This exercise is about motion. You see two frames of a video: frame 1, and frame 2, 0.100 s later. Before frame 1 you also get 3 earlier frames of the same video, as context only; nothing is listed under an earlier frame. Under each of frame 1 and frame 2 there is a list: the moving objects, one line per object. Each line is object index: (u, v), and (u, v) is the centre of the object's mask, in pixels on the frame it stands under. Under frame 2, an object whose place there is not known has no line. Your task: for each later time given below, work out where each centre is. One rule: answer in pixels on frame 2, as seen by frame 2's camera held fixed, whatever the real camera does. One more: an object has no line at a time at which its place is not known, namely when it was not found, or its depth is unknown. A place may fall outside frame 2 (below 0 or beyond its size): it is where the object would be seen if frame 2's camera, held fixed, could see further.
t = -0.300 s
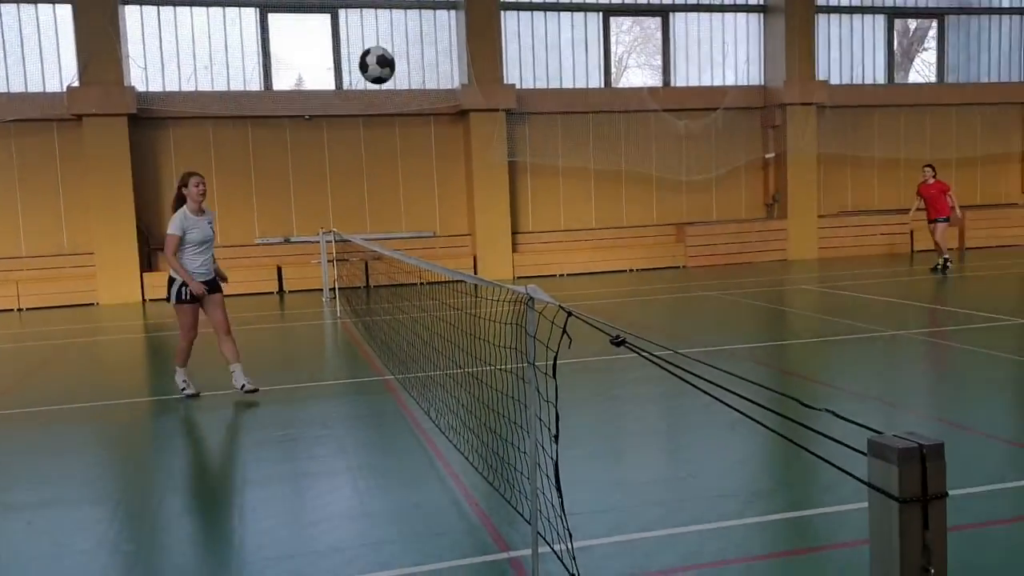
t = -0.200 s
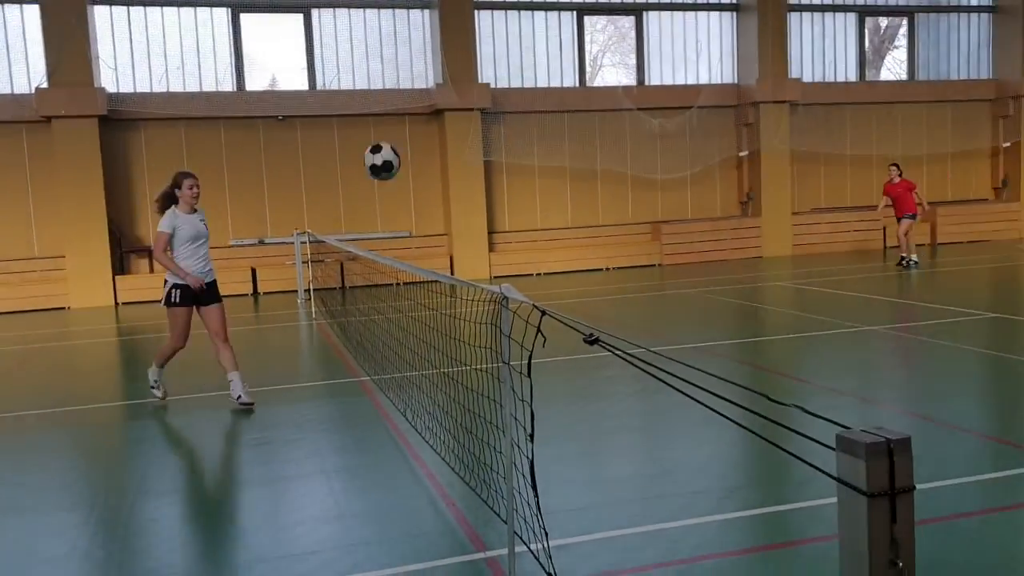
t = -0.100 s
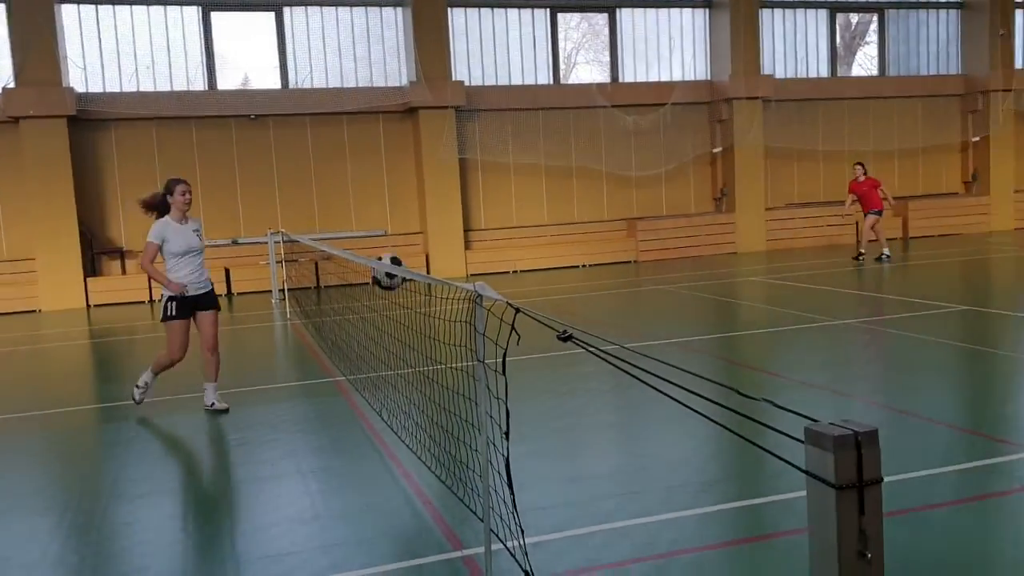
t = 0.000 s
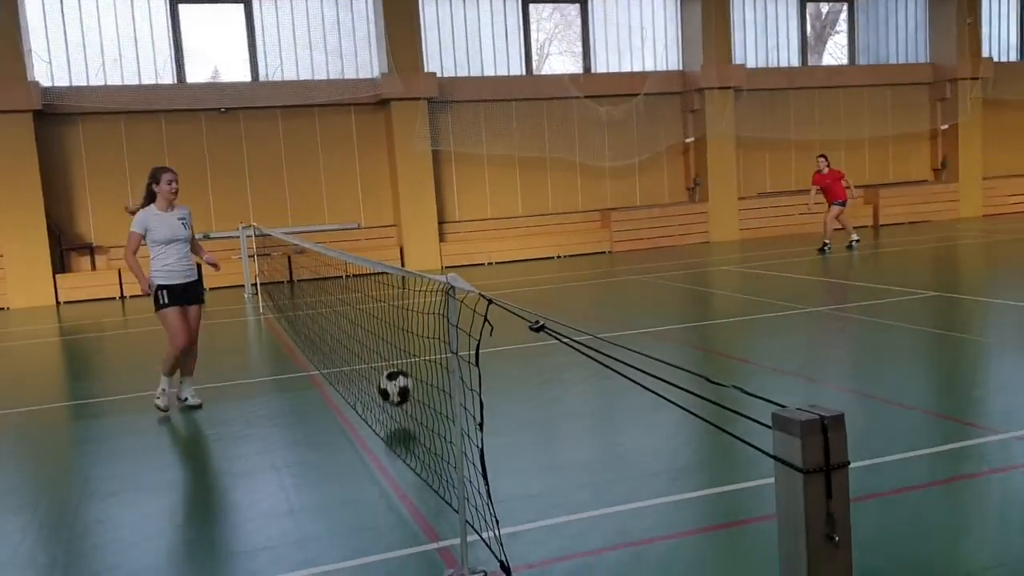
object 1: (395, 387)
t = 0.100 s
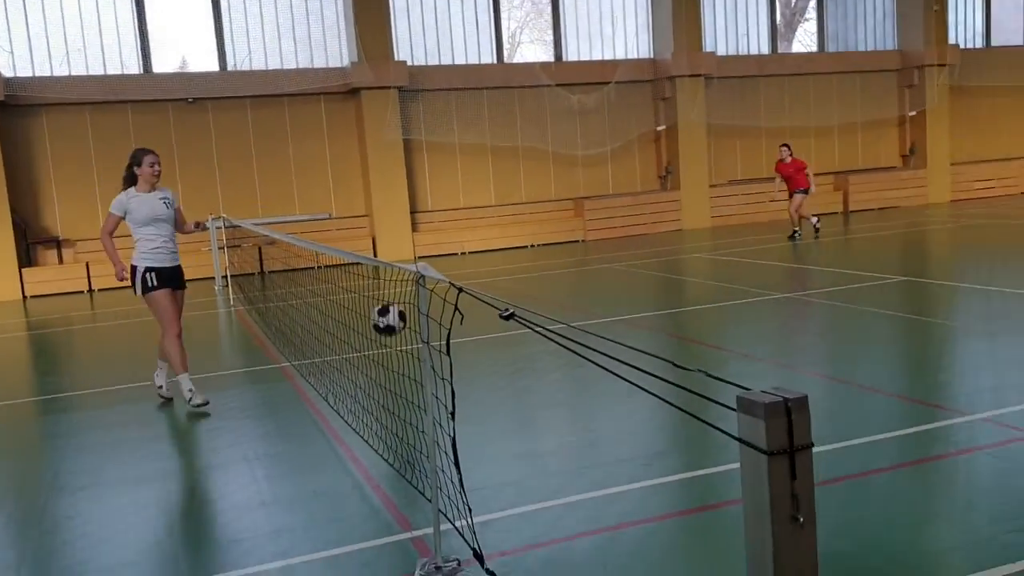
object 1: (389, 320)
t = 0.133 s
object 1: (397, 289)
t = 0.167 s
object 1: (405, 263)
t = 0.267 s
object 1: (416, 190)
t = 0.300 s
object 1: (423, 168)
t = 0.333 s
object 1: (428, 148)
